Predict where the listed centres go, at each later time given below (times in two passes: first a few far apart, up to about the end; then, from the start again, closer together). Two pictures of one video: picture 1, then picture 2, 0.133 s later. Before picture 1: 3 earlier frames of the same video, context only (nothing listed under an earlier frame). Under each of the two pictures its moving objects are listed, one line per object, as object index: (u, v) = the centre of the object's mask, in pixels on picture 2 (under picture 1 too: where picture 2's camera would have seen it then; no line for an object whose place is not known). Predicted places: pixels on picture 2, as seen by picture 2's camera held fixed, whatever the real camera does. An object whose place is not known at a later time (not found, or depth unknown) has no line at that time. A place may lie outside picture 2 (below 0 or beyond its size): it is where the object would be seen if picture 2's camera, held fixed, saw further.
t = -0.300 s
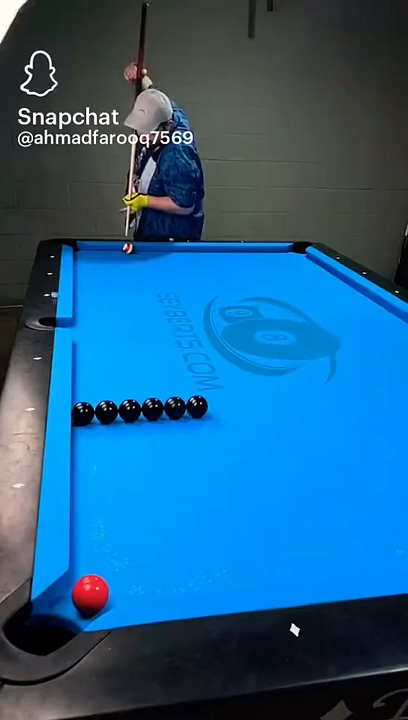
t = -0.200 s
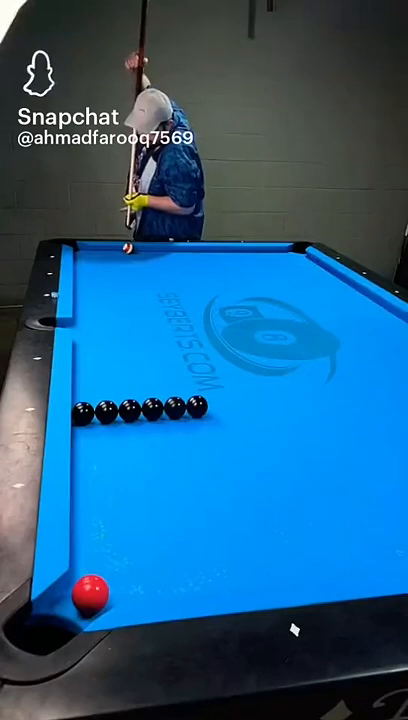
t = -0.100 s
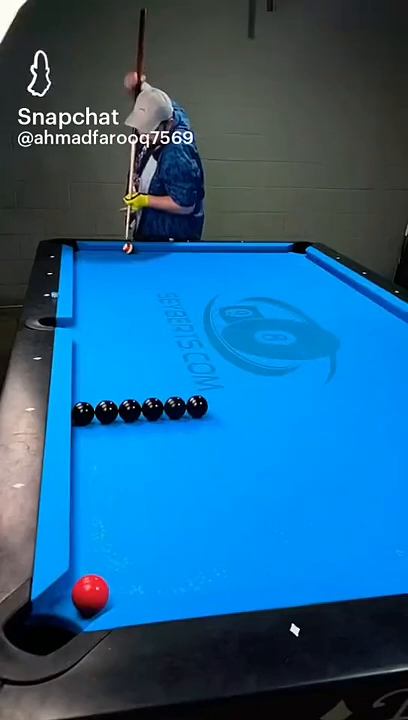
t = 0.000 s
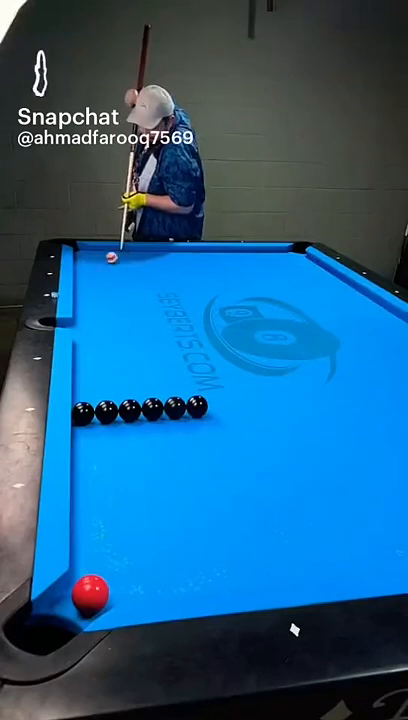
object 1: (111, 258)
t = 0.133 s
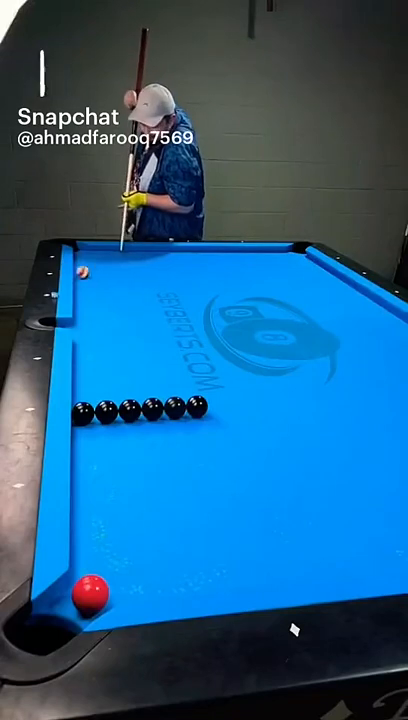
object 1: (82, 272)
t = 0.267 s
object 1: (102, 287)
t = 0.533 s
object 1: (156, 321)
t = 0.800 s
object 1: (183, 344)
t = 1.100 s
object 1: (193, 354)
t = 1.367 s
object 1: (198, 360)
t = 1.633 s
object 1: (202, 366)
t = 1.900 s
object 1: (205, 371)
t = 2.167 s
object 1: (209, 377)
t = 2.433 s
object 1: (211, 382)
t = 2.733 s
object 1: (214, 389)
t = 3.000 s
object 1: (217, 395)
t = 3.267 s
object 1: (218, 402)
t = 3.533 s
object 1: (220, 408)
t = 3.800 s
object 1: (220, 416)
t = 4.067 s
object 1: (220, 421)
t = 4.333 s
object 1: (220, 429)
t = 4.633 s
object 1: (218, 436)
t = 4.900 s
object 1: (217, 445)
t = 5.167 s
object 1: (214, 451)
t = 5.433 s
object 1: (210, 460)
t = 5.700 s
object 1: (201, 474)
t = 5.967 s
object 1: (141, 529)
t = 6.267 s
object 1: (152, 577)
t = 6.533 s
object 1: (206, 574)
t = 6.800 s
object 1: (247, 558)
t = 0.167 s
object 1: (80, 276)
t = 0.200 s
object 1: (88, 280)
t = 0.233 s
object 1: (96, 284)
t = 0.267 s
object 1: (102, 287)
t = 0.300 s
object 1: (109, 291)
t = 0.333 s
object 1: (116, 295)
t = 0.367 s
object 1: (123, 299)
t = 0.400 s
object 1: (130, 304)
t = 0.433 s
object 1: (137, 308)
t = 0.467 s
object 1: (144, 312)
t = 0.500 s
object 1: (150, 316)
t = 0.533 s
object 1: (156, 321)
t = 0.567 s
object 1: (162, 326)
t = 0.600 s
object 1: (167, 330)
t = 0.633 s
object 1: (170, 332)
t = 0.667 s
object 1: (174, 335)
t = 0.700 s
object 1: (177, 338)
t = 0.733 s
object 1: (178, 339)
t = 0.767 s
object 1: (181, 342)
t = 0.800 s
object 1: (183, 344)
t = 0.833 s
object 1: (185, 345)
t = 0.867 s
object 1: (185, 346)
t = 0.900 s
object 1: (187, 348)
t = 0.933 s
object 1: (188, 350)
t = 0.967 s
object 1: (190, 351)
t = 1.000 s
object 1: (192, 352)
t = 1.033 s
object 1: (192, 353)
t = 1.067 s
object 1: (192, 354)
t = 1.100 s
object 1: (193, 354)
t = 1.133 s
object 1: (193, 355)
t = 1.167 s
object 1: (194, 356)
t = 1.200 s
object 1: (195, 357)
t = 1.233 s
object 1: (195, 358)
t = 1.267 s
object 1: (196, 358)
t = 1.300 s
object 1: (197, 359)
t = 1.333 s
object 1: (197, 359)
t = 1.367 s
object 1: (198, 360)
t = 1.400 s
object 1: (198, 360)
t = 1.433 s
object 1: (198, 361)
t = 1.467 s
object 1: (199, 361)
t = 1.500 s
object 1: (200, 362)
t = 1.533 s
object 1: (200, 363)
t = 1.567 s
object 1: (200, 364)
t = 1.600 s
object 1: (201, 365)
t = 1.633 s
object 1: (202, 366)
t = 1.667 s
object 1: (202, 366)
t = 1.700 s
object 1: (203, 366)
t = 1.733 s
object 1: (203, 367)
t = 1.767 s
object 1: (204, 368)
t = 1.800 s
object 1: (204, 368)
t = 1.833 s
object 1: (205, 369)
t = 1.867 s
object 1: (205, 370)
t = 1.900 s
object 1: (205, 371)
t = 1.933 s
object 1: (206, 372)
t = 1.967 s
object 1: (206, 373)
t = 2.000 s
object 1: (207, 374)
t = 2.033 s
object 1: (207, 374)
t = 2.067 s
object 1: (208, 375)
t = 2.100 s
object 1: (209, 376)
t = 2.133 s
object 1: (209, 376)
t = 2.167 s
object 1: (209, 377)
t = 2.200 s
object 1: (209, 377)
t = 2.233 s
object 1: (209, 378)
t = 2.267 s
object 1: (210, 379)
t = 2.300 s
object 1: (210, 380)
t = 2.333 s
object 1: (210, 381)
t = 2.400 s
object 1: (211, 381)
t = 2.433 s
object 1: (211, 382)
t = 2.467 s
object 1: (213, 384)
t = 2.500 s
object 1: (213, 384)
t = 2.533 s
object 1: (213, 385)
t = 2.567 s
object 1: (213, 386)
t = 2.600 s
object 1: (214, 386)
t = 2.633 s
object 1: (214, 387)
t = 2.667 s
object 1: (214, 388)
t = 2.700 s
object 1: (214, 388)
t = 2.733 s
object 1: (214, 389)
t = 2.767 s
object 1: (215, 389)
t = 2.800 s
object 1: (215, 390)
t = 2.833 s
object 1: (215, 391)
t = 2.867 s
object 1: (216, 392)
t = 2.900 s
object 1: (216, 393)
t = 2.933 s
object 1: (216, 394)
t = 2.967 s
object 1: (217, 394)
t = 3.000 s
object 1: (217, 395)
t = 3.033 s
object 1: (217, 396)
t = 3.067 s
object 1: (218, 397)
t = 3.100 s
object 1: (218, 398)
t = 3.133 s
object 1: (218, 399)
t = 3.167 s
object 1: (218, 400)
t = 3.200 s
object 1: (218, 401)
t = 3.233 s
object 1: (218, 402)
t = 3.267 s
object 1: (218, 402)
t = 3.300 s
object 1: (218, 403)
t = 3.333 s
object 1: (219, 404)
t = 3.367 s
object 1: (219, 405)
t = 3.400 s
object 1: (220, 405)
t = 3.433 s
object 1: (219, 406)
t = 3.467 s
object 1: (220, 407)
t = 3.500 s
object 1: (220, 407)
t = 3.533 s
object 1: (220, 408)
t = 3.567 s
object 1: (220, 409)
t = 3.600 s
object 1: (220, 409)
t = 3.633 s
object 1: (220, 410)
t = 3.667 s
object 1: (220, 411)
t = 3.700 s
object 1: (220, 413)
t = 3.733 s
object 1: (220, 414)
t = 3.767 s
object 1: (220, 415)
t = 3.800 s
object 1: (220, 416)
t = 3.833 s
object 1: (220, 416)
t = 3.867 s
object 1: (220, 417)
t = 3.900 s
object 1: (220, 418)
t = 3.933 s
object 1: (220, 418)
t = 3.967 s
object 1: (221, 419)
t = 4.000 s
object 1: (221, 420)
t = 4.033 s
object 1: (220, 420)
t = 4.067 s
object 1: (220, 421)
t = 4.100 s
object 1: (220, 422)
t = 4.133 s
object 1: (220, 423)
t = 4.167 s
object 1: (220, 424)
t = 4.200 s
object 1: (220, 425)
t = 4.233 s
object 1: (220, 426)
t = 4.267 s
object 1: (219, 427)
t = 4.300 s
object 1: (219, 428)
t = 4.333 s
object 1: (220, 429)
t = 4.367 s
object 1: (220, 430)
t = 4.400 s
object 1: (220, 431)
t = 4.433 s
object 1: (220, 431)
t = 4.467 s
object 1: (219, 432)
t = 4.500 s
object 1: (219, 433)
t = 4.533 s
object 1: (219, 434)
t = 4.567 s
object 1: (219, 435)
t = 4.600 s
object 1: (218, 435)
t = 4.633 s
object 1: (218, 436)
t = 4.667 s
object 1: (218, 437)
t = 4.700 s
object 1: (218, 438)
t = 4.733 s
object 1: (218, 439)
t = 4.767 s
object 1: (217, 440)
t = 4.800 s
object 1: (217, 441)
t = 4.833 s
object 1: (217, 442)
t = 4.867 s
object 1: (216, 444)
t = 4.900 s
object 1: (217, 445)
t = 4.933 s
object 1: (216, 445)
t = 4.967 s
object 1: (216, 446)
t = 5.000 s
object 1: (215, 447)
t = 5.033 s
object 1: (215, 448)
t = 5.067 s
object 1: (215, 448)
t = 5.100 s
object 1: (214, 449)
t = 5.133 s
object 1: (214, 450)
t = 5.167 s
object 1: (214, 451)
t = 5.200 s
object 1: (213, 452)
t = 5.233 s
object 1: (212, 453)
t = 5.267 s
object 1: (212, 454)
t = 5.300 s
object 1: (212, 455)
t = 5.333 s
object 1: (211, 456)
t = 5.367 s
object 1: (211, 457)
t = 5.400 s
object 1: (210, 459)
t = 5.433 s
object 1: (210, 460)
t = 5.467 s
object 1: (210, 461)
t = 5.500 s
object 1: (209, 462)
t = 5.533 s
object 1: (209, 462)
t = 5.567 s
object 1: (207, 464)
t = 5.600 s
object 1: (206, 466)
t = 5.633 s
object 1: (205, 468)
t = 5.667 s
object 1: (204, 470)
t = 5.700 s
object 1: (201, 474)
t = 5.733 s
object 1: (199, 477)
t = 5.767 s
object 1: (196, 482)
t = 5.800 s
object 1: (191, 486)
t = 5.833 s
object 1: (185, 494)
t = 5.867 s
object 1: (176, 503)
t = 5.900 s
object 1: (166, 511)
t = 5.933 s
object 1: (154, 520)
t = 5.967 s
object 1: (141, 529)
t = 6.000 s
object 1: (127, 537)
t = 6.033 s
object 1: (112, 547)
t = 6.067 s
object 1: (95, 556)
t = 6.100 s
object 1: (86, 561)
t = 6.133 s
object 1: (102, 565)
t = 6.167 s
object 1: (118, 570)
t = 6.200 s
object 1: (130, 573)
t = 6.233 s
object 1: (141, 575)
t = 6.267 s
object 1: (152, 577)
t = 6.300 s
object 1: (160, 579)
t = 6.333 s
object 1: (168, 580)
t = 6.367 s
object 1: (177, 582)
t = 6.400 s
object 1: (184, 581)
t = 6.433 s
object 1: (189, 579)
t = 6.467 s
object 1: (195, 578)
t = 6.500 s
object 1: (201, 576)
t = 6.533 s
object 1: (206, 574)
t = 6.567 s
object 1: (212, 572)
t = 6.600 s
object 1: (217, 570)
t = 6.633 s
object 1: (222, 569)
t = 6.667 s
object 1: (227, 567)
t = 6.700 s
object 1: (232, 566)
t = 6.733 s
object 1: (238, 563)
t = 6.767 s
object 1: (243, 560)
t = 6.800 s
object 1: (247, 558)
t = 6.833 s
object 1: (253, 557)
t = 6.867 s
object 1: (256, 555)
